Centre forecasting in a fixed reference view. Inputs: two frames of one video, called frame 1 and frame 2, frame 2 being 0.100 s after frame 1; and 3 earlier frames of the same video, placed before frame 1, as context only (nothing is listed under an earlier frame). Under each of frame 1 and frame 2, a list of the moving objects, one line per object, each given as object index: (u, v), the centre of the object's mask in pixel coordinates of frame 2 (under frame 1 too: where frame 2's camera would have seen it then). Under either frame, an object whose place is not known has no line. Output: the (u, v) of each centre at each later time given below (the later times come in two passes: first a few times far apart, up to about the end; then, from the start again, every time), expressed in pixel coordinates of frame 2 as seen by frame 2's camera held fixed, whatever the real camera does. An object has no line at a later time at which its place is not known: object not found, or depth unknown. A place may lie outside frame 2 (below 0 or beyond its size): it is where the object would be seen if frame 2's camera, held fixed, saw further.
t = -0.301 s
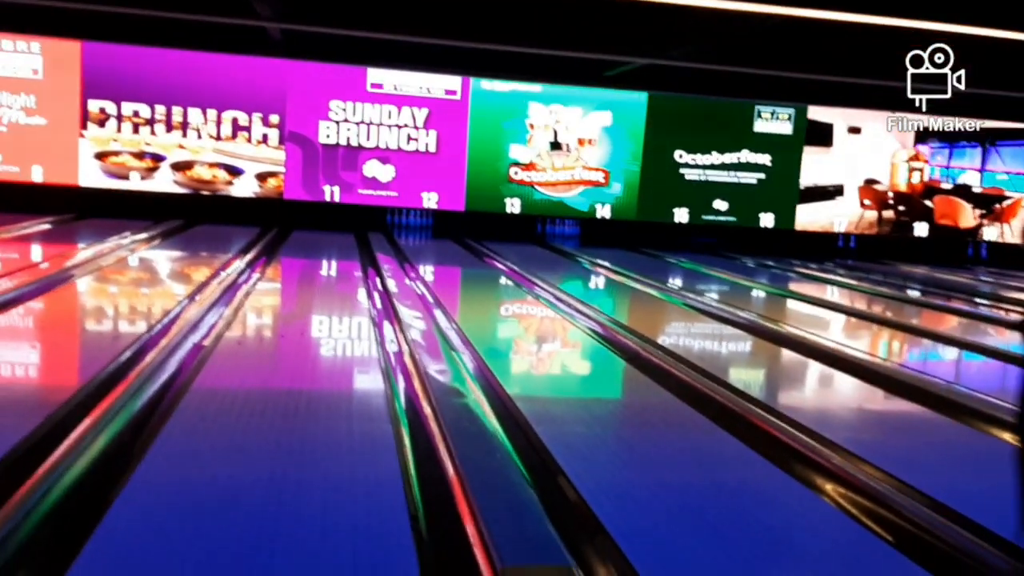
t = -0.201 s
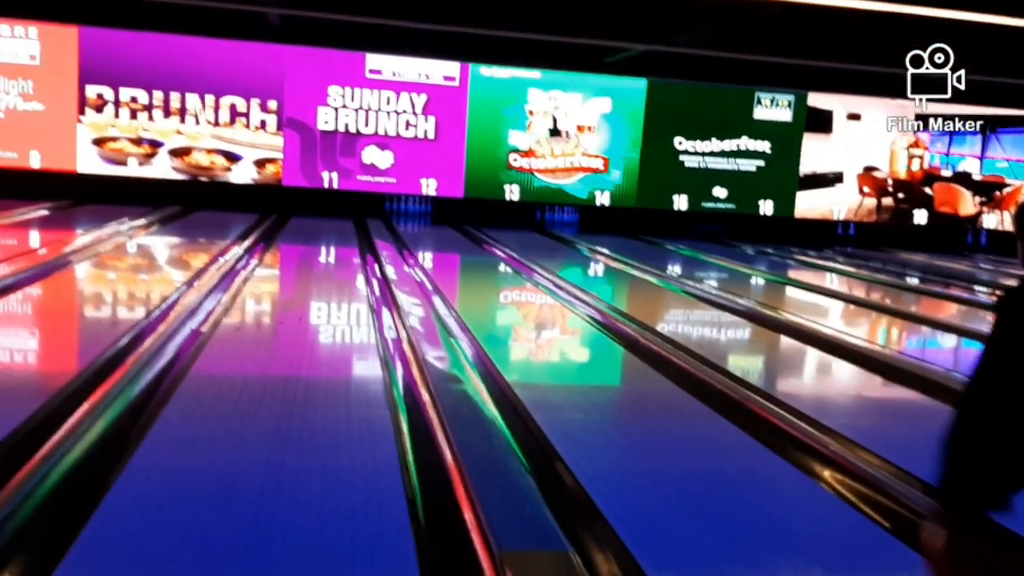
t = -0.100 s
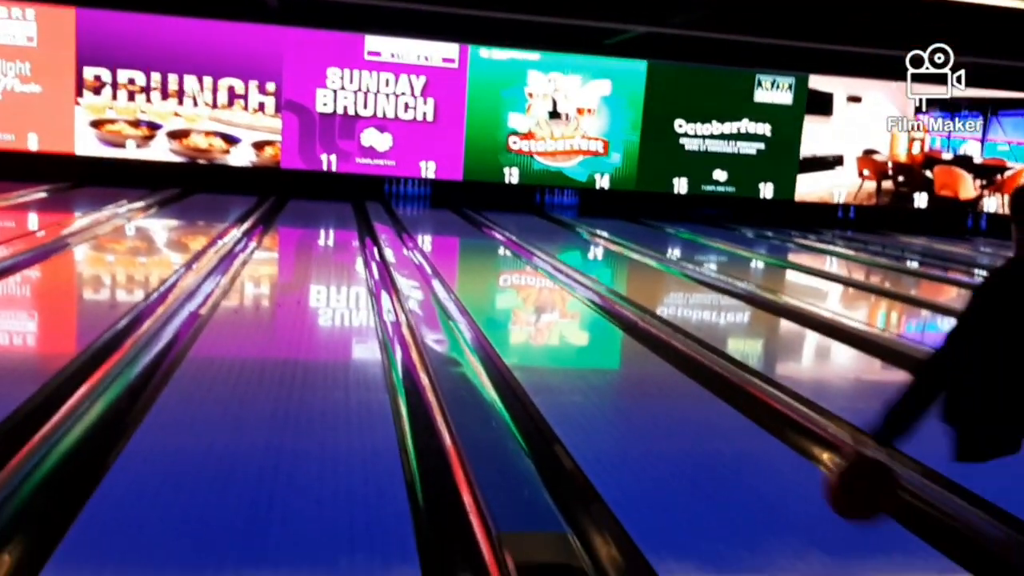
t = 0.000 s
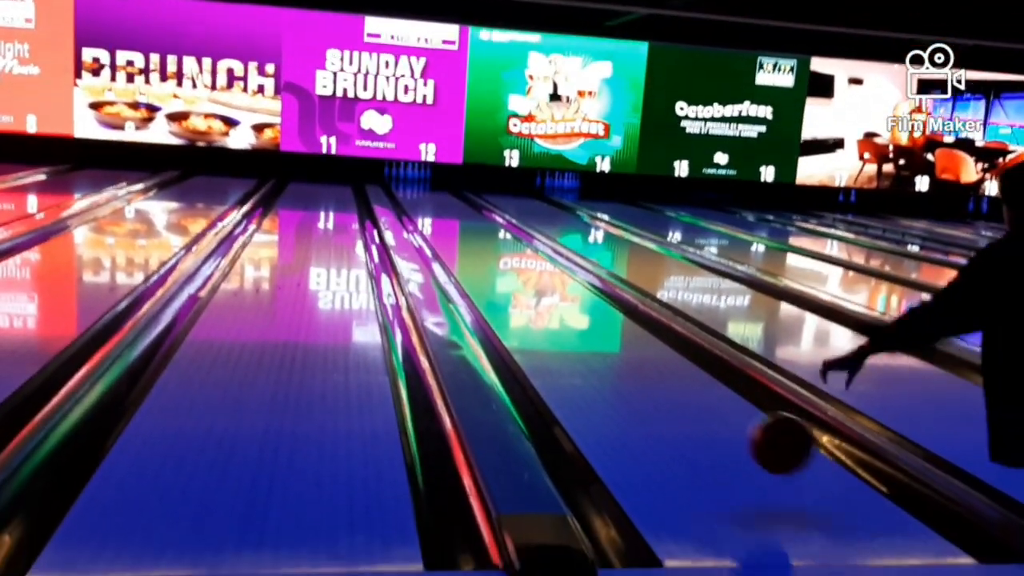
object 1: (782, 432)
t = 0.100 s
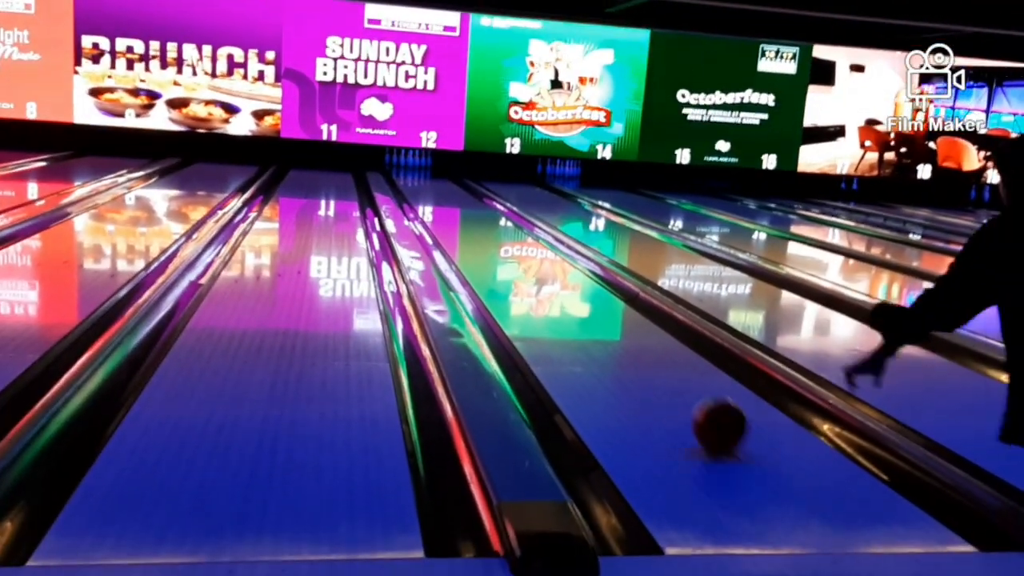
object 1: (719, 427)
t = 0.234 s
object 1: (661, 383)
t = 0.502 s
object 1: (582, 327)
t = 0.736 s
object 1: (536, 292)
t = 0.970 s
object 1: (503, 267)
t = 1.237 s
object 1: (475, 246)
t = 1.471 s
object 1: (456, 232)
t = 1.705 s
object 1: (441, 220)
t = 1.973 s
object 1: (427, 209)
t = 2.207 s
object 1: (417, 201)
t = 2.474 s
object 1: (406, 195)
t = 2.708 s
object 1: (399, 192)
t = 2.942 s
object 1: (396, 188)
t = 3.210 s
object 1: (393, 184)
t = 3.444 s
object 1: (391, 183)
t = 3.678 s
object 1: (389, 179)
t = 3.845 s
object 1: (387, 178)
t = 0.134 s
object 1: (703, 410)
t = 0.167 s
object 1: (689, 398)
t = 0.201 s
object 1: (675, 389)
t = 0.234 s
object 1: (661, 383)
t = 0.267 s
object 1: (649, 377)
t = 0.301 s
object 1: (638, 369)
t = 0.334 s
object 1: (626, 361)
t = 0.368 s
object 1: (617, 354)
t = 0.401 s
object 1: (607, 347)
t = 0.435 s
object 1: (598, 340)
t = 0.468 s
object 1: (589, 333)
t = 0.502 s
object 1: (582, 327)
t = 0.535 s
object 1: (574, 321)
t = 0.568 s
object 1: (567, 315)
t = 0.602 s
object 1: (560, 310)
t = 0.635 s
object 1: (553, 306)
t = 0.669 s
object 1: (547, 301)
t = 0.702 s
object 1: (541, 297)
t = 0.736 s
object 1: (536, 292)
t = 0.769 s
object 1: (531, 288)
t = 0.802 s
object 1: (526, 285)
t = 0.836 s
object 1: (521, 281)
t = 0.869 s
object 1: (516, 277)
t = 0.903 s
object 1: (512, 274)
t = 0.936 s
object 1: (507, 271)
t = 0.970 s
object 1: (503, 267)
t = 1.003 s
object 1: (499, 265)
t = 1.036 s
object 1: (495, 262)
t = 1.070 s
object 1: (491, 259)
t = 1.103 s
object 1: (488, 256)
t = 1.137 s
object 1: (485, 254)
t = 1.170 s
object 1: (481, 251)
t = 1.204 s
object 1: (478, 248)
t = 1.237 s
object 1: (475, 246)
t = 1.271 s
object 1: (472, 244)
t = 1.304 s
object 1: (469, 242)
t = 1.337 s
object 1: (467, 239)
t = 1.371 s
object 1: (464, 238)
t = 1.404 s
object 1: (461, 235)
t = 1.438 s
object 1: (459, 234)
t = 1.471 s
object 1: (456, 232)
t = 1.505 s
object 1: (454, 230)
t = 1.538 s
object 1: (452, 228)
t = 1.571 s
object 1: (449, 226)
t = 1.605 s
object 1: (447, 225)
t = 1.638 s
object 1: (445, 223)
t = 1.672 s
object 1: (443, 222)
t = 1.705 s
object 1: (441, 220)
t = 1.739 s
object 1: (439, 218)
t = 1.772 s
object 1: (437, 217)
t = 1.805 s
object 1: (435, 216)
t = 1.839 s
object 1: (433, 214)
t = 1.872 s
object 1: (432, 213)
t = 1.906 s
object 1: (430, 211)
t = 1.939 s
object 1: (429, 210)
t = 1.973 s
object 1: (427, 209)
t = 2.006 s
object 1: (426, 208)
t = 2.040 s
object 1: (424, 207)
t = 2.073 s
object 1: (423, 205)
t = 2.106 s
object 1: (421, 204)
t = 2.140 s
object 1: (420, 203)
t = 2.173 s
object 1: (418, 202)
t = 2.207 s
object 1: (417, 201)
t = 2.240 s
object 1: (416, 200)
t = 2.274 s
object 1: (415, 200)
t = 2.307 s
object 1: (414, 199)
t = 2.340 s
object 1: (412, 198)
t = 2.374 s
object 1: (411, 198)
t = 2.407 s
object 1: (410, 197)
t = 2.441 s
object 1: (408, 196)
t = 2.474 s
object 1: (406, 195)
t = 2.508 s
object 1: (404, 196)
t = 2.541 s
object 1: (402, 196)
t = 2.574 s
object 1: (401, 195)
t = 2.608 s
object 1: (401, 194)
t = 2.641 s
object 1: (401, 194)
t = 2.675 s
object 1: (400, 193)
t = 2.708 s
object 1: (399, 192)
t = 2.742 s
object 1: (398, 191)
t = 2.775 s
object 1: (398, 191)
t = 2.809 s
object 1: (397, 191)
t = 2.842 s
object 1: (397, 190)
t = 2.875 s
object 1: (397, 189)
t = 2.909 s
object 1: (396, 189)
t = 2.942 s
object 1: (396, 188)
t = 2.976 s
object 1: (395, 188)
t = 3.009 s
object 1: (395, 187)
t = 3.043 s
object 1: (395, 186)
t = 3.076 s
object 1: (394, 186)
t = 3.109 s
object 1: (394, 186)
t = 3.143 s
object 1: (394, 186)
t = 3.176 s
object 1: (394, 185)
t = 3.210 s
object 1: (393, 184)
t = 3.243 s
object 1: (393, 184)
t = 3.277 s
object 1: (392, 183)
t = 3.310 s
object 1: (392, 183)
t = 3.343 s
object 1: (392, 183)
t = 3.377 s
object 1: (392, 182)
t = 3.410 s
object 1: (391, 182)
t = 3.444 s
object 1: (391, 183)
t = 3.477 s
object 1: (391, 182)
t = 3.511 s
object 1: (390, 181)
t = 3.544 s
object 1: (390, 181)
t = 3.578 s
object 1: (389, 180)
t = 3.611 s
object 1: (389, 180)
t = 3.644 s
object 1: (389, 179)
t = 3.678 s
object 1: (389, 179)
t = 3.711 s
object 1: (389, 179)
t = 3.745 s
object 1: (389, 179)
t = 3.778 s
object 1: (388, 179)
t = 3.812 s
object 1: (388, 178)
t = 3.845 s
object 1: (387, 178)
